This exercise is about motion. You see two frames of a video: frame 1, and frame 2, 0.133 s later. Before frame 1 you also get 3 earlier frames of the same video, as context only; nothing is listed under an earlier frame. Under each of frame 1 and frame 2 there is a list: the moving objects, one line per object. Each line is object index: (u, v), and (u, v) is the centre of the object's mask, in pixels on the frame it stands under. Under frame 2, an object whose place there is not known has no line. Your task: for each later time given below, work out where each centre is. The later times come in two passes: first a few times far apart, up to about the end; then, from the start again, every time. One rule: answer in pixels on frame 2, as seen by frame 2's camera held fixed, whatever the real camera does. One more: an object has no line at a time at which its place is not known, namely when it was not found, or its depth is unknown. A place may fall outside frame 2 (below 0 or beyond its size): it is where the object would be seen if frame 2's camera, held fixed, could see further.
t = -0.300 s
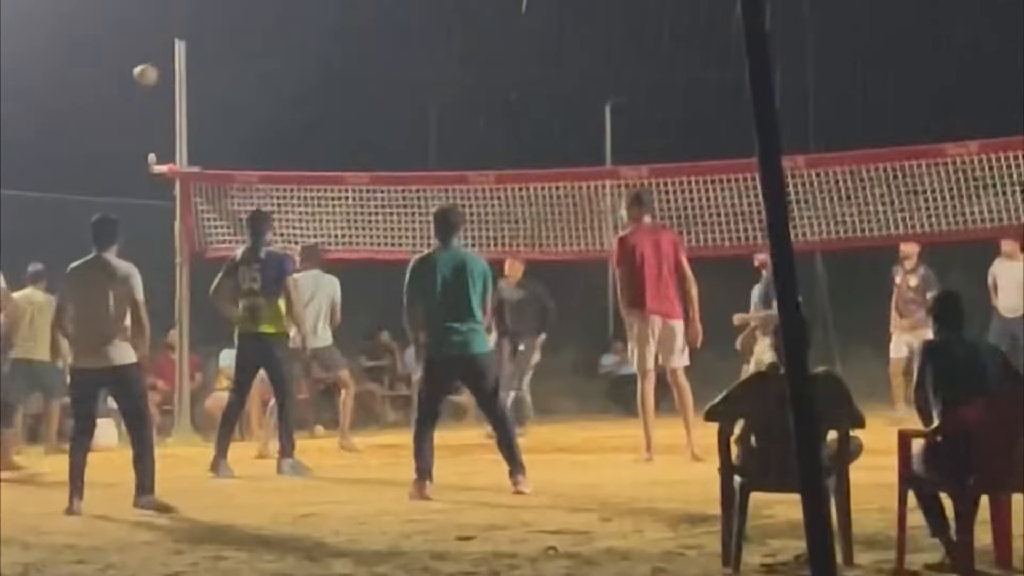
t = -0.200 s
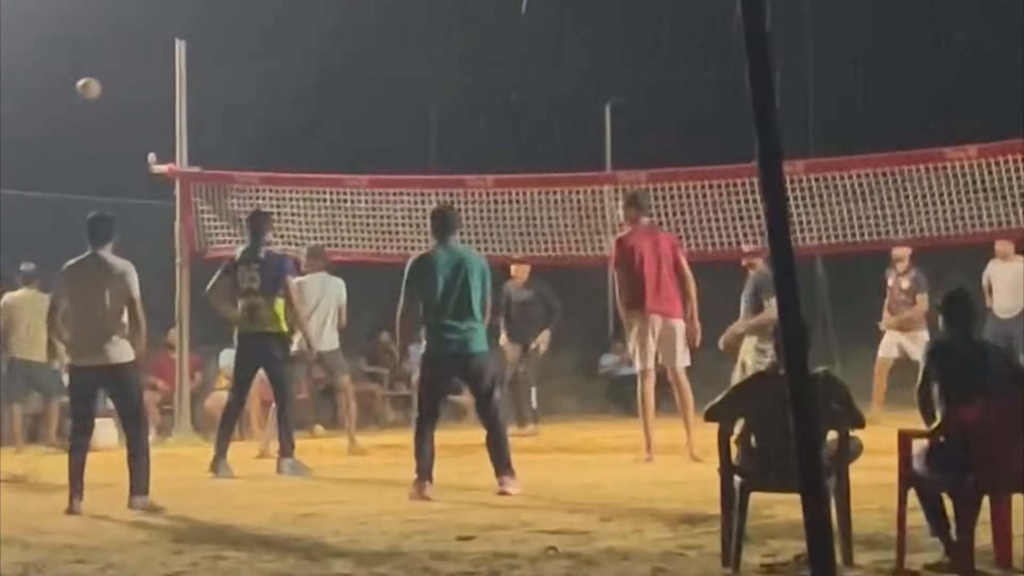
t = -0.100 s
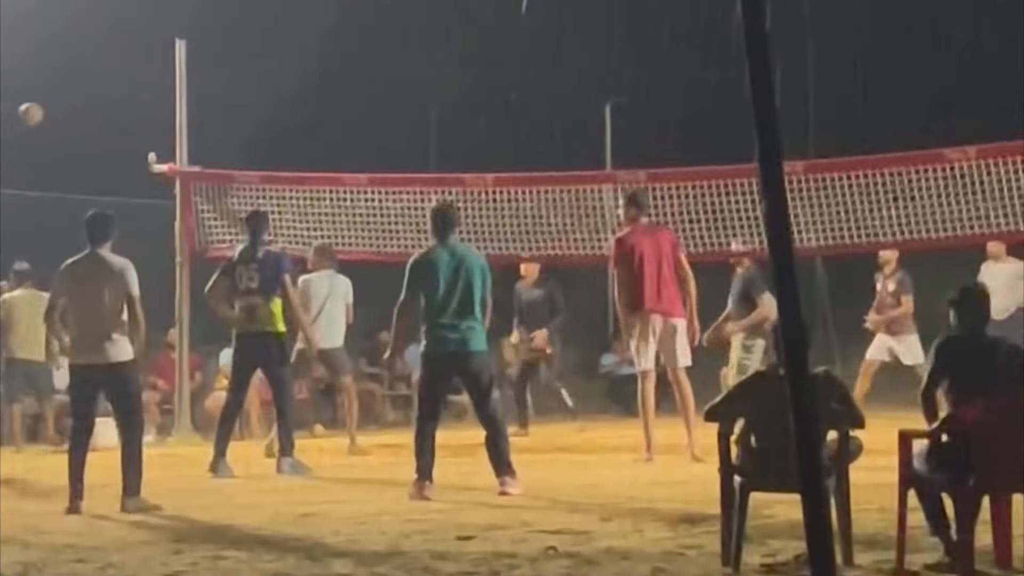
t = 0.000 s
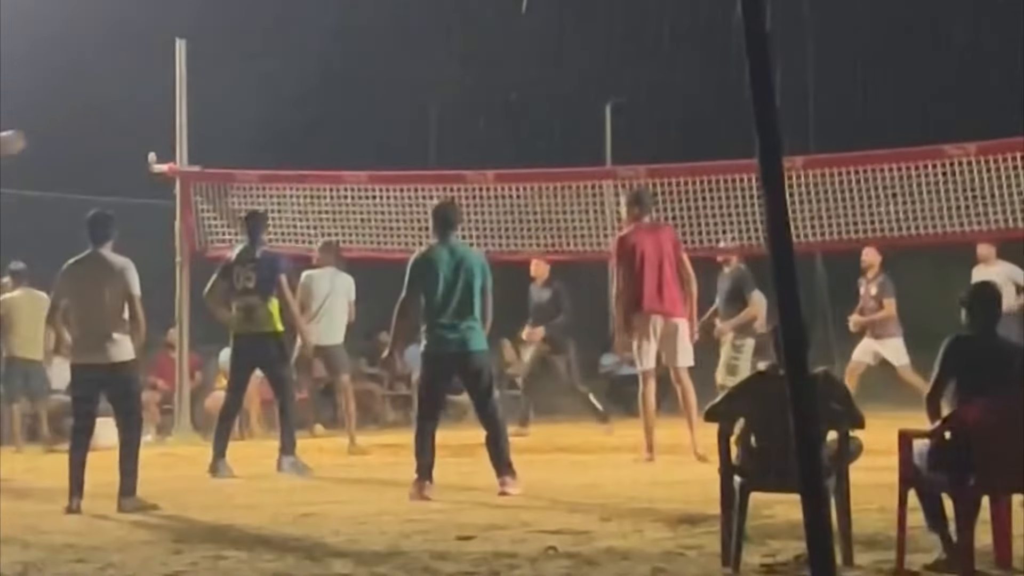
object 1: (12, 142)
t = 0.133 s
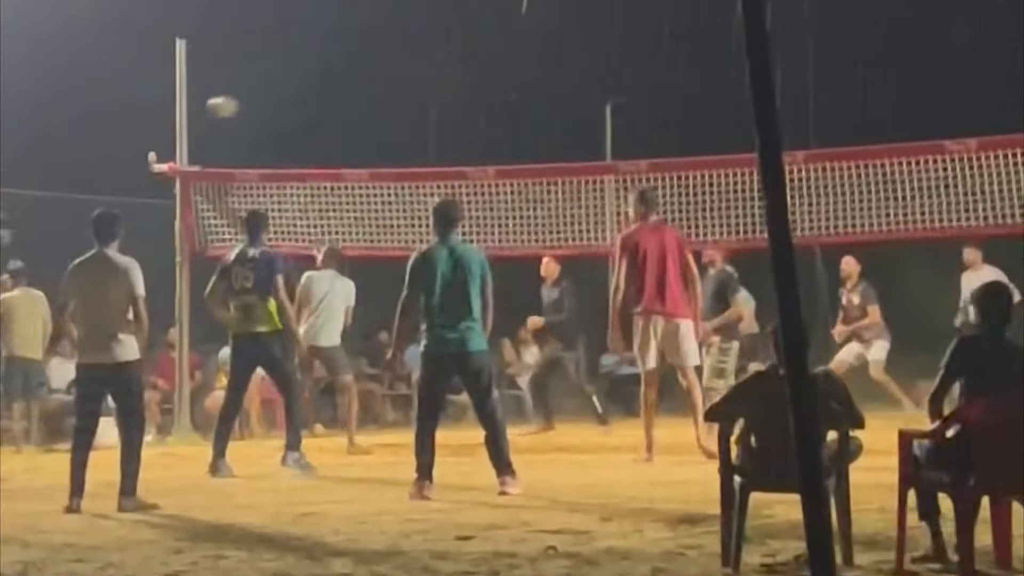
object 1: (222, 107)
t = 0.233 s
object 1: (369, 96)
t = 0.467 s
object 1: (678, 112)
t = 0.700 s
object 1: (956, 179)
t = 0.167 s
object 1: (271, 102)
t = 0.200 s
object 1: (320, 98)
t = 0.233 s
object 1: (369, 96)
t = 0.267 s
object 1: (416, 94)
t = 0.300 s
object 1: (461, 95)
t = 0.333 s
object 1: (506, 96)
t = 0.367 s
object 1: (551, 98)
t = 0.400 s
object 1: (594, 101)
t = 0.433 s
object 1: (636, 106)
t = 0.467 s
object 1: (678, 112)
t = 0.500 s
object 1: (720, 118)
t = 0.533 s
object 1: (750, 125)
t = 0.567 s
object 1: (800, 135)
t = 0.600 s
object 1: (840, 144)
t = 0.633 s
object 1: (877, 148)
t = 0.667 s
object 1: (919, 167)
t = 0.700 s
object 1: (956, 179)
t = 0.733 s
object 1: (994, 193)
